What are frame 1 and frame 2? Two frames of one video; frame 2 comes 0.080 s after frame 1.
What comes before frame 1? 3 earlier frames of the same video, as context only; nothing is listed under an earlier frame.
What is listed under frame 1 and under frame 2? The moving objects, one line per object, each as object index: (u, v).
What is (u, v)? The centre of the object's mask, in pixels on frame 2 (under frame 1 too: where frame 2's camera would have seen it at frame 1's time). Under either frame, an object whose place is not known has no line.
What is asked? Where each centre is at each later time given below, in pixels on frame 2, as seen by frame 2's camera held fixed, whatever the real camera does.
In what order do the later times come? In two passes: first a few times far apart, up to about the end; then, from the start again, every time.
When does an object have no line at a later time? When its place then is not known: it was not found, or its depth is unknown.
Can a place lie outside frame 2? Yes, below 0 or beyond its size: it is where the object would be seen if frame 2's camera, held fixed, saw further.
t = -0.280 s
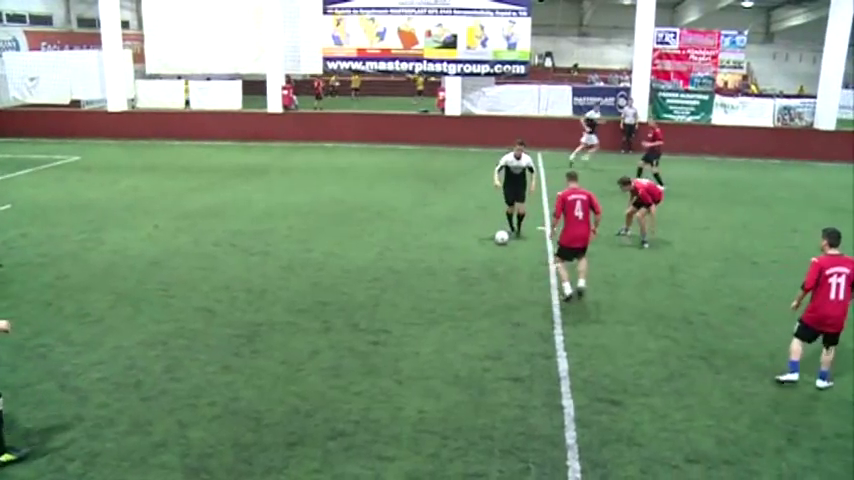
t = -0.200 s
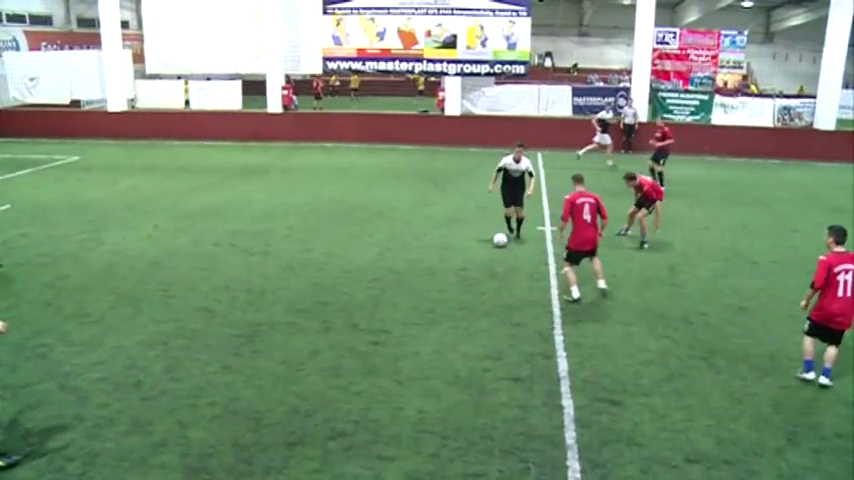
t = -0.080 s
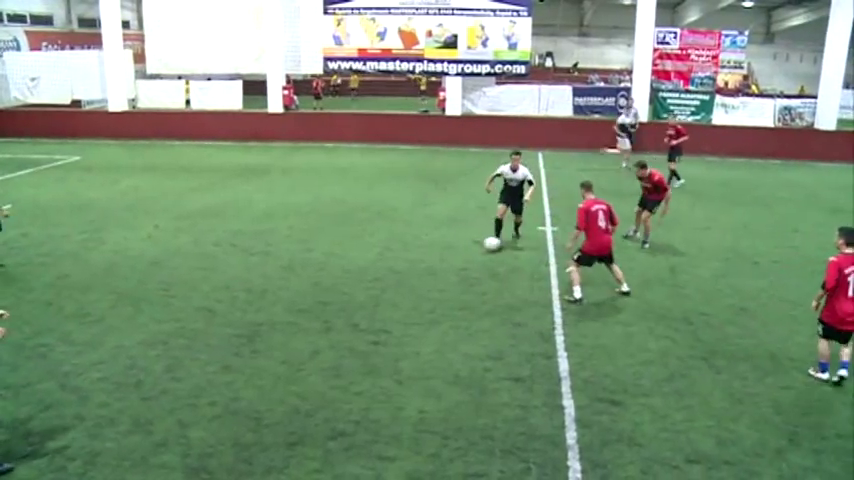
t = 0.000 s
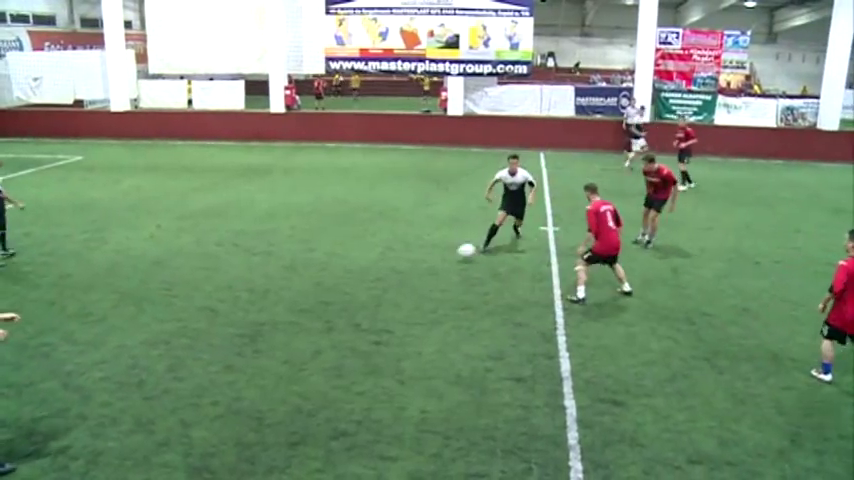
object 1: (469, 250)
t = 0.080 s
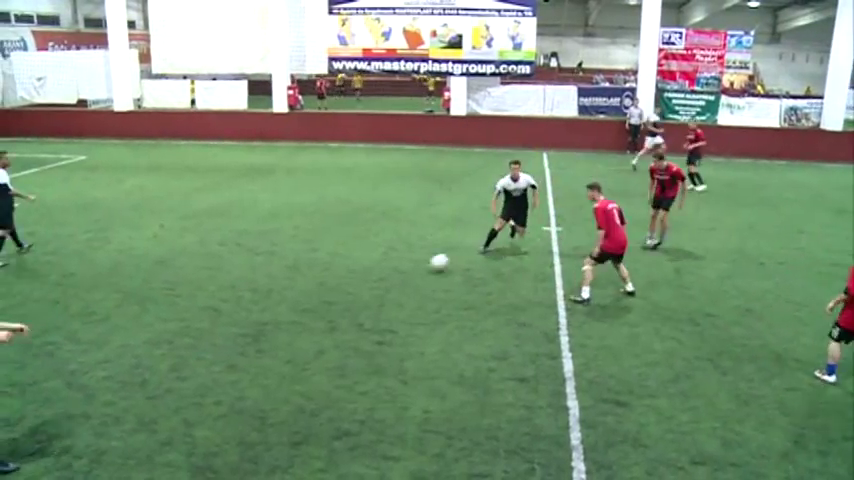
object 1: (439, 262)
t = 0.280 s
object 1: (366, 284)
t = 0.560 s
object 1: (263, 323)
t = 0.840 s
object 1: (167, 356)
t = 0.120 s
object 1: (423, 269)
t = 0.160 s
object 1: (410, 271)
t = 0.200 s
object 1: (396, 274)
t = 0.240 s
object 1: (381, 278)
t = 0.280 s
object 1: (366, 284)
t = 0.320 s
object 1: (350, 292)
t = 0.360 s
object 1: (334, 298)
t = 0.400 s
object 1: (321, 301)
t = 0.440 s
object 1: (307, 304)
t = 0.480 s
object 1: (292, 309)
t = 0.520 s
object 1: (278, 314)
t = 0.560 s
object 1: (263, 323)
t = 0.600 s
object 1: (249, 328)
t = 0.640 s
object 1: (236, 332)
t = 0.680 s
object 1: (223, 337)
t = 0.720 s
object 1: (209, 343)
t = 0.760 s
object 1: (195, 348)
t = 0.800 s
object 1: (181, 351)
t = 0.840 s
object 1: (167, 356)
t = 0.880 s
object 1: (152, 361)
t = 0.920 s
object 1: (137, 369)
